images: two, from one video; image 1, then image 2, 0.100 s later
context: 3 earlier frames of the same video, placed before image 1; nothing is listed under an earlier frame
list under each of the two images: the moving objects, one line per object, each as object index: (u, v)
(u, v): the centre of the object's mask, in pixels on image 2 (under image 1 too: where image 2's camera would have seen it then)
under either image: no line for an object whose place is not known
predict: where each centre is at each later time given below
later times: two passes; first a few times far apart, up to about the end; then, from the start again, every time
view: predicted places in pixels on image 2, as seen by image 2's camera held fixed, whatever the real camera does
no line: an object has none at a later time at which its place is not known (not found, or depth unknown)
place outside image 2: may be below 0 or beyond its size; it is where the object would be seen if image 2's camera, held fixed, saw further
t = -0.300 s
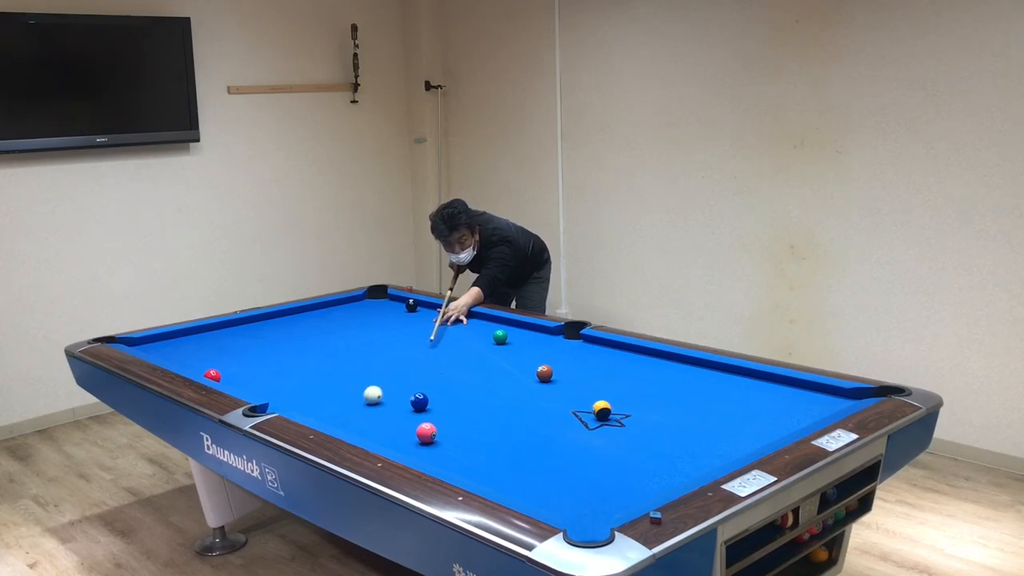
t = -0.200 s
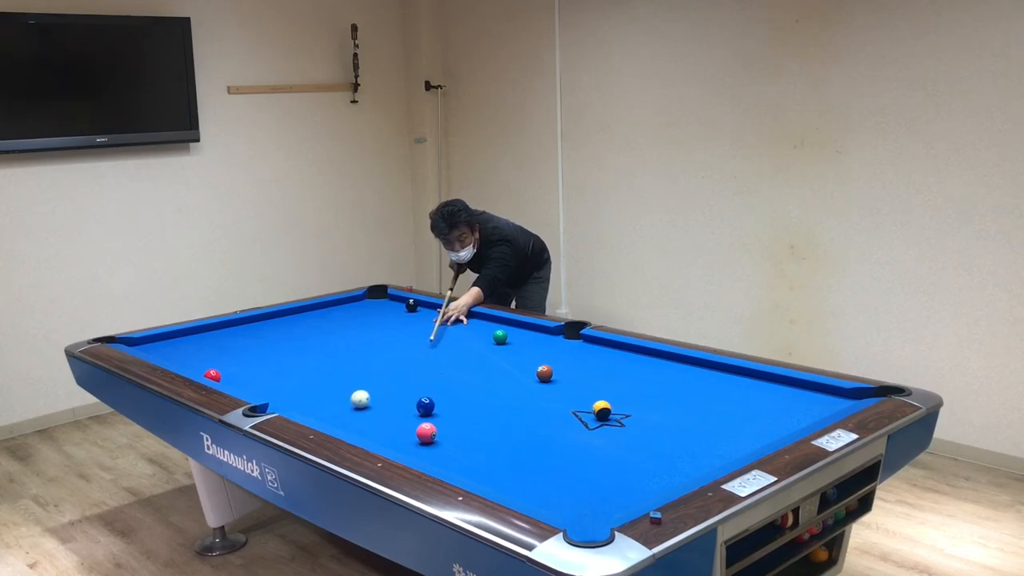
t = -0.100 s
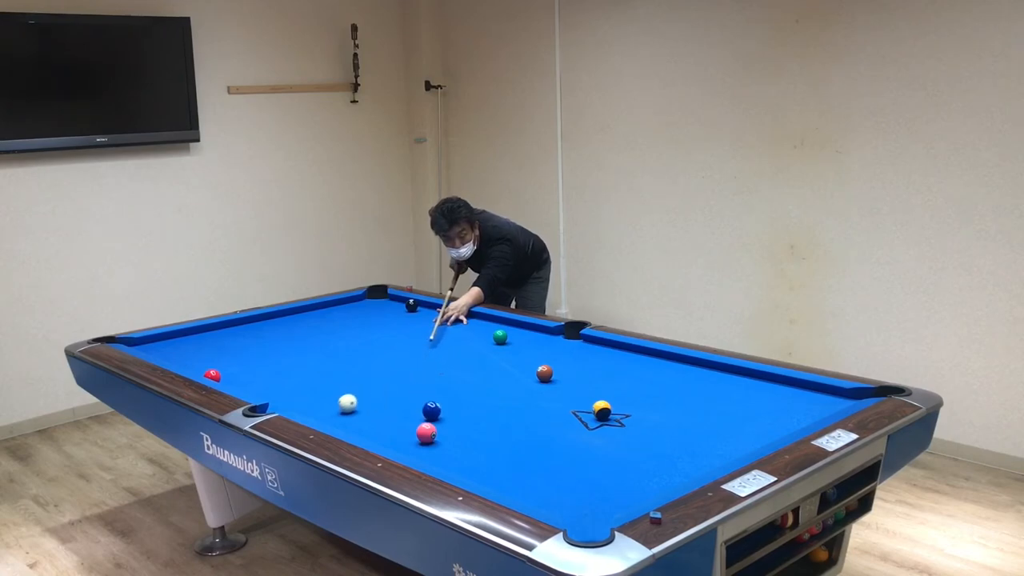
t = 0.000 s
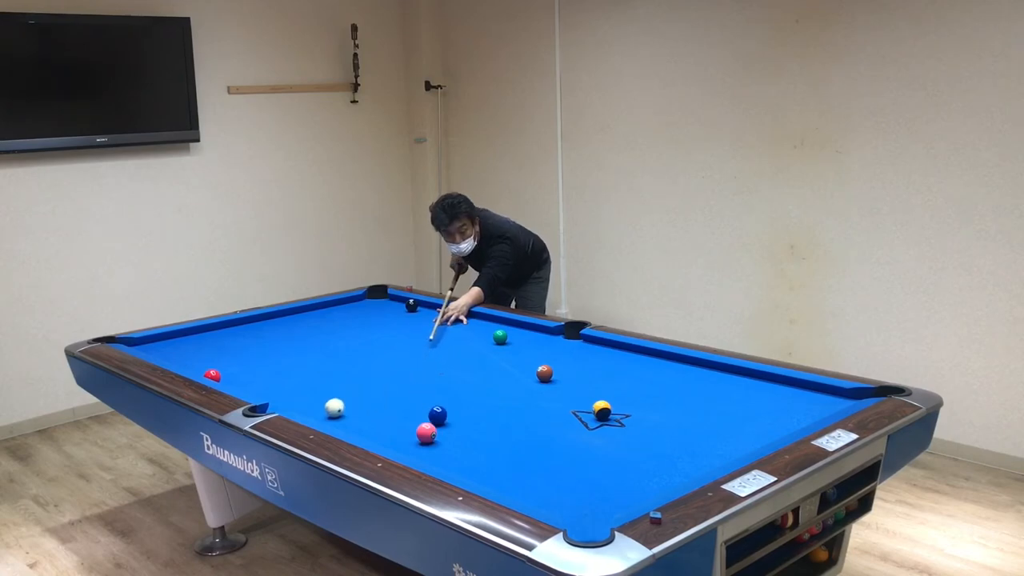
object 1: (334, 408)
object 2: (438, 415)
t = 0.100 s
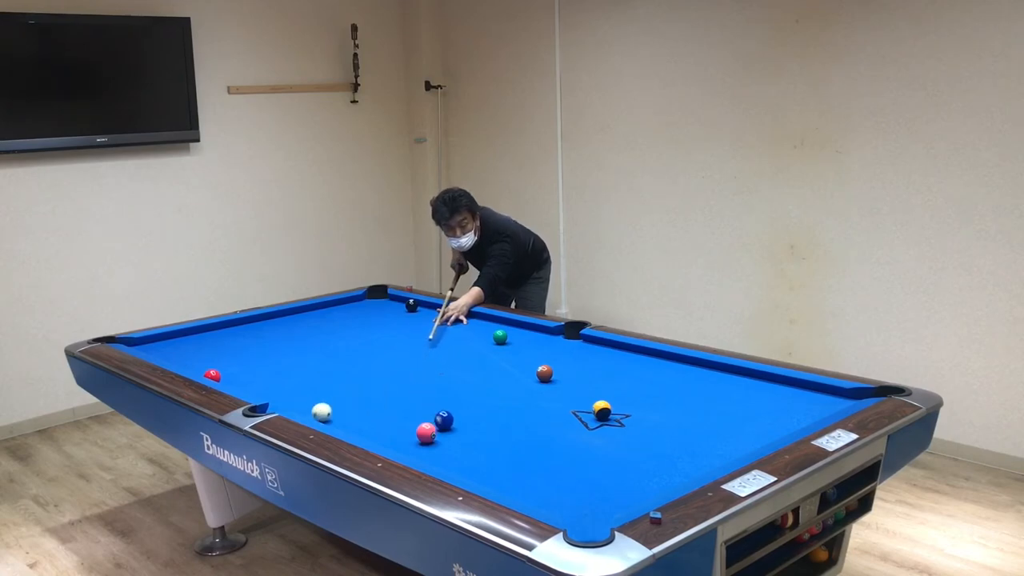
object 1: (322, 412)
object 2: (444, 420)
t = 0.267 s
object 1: (318, 413)
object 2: (454, 428)
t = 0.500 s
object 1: (340, 409)
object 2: (469, 439)
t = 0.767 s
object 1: (362, 403)
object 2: (486, 453)
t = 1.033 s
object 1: (382, 397)
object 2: (504, 467)
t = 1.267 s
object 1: (397, 393)
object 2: (519, 478)
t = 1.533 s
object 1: (413, 388)
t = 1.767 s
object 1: (426, 385)
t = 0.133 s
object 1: (317, 413)
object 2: (446, 421)
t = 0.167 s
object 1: (313, 412)
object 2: (447, 424)
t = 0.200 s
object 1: (312, 413)
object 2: (449, 425)
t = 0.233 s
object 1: (315, 413)
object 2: (452, 426)
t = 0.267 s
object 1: (318, 413)
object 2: (454, 428)
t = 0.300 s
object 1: (321, 413)
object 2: (456, 430)
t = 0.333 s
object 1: (324, 412)
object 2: (458, 432)
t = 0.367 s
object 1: (327, 412)
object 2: (460, 433)
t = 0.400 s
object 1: (330, 411)
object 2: (462, 435)
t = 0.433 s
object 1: (334, 410)
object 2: (465, 436)
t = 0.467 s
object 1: (337, 409)
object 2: (467, 438)
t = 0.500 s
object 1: (340, 409)
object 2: (469, 439)
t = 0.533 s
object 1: (342, 408)
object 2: (471, 441)
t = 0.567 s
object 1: (345, 407)
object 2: (473, 443)
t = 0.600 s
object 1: (348, 406)
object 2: (475, 444)
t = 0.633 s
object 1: (351, 406)
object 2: (477, 446)
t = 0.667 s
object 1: (354, 405)
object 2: (479, 448)
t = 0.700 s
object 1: (356, 404)
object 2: (481, 450)
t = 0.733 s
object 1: (359, 403)
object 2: (484, 452)
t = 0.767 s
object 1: (362, 403)
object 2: (486, 453)
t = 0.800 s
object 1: (364, 402)
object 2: (488, 454)
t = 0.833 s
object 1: (367, 401)
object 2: (491, 456)
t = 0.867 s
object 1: (369, 401)
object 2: (493, 458)
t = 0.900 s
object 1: (372, 400)
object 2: (495, 460)
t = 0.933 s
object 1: (374, 399)
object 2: (497, 461)
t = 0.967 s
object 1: (377, 399)
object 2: (499, 463)
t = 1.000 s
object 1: (379, 398)
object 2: (501, 465)
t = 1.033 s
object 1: (382, 397)
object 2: (504, 467)
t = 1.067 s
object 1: (384, 397)
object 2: (506, 469)
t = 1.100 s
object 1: (386, 396)
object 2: (508, 470)
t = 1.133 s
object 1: (389, 395)
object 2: (510, 471)
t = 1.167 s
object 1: (391, 395)
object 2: (512, 473)
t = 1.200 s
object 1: (393, 394)
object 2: (515, 475)
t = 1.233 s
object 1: (395, 394)
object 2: (517, 477)
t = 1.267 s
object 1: (397, 393)
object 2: (519, 478)
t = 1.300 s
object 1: (400, 392)
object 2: (522, 480)
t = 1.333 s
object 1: (401, 392)
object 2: (524, 482)
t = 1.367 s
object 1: (404, 391)
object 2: (526, 483)
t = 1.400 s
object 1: (406, 391)
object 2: (528, 485)
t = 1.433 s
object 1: (408, 390)
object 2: (530, 486)
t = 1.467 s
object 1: (409, 390)
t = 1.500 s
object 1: (412, 389)
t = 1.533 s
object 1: (413, 388)
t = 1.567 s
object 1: (415, 388)
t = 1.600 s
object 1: (417, 388)
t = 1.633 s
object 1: (419, 387)
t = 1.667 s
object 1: (420, 387)
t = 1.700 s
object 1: (422, 386)
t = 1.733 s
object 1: (424, 386)
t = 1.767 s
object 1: (426, 385)
